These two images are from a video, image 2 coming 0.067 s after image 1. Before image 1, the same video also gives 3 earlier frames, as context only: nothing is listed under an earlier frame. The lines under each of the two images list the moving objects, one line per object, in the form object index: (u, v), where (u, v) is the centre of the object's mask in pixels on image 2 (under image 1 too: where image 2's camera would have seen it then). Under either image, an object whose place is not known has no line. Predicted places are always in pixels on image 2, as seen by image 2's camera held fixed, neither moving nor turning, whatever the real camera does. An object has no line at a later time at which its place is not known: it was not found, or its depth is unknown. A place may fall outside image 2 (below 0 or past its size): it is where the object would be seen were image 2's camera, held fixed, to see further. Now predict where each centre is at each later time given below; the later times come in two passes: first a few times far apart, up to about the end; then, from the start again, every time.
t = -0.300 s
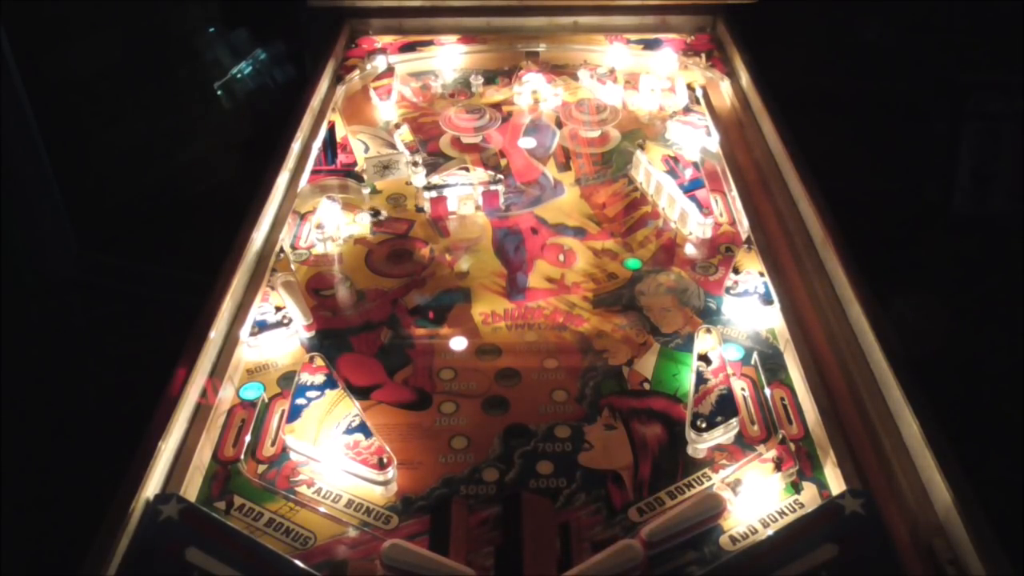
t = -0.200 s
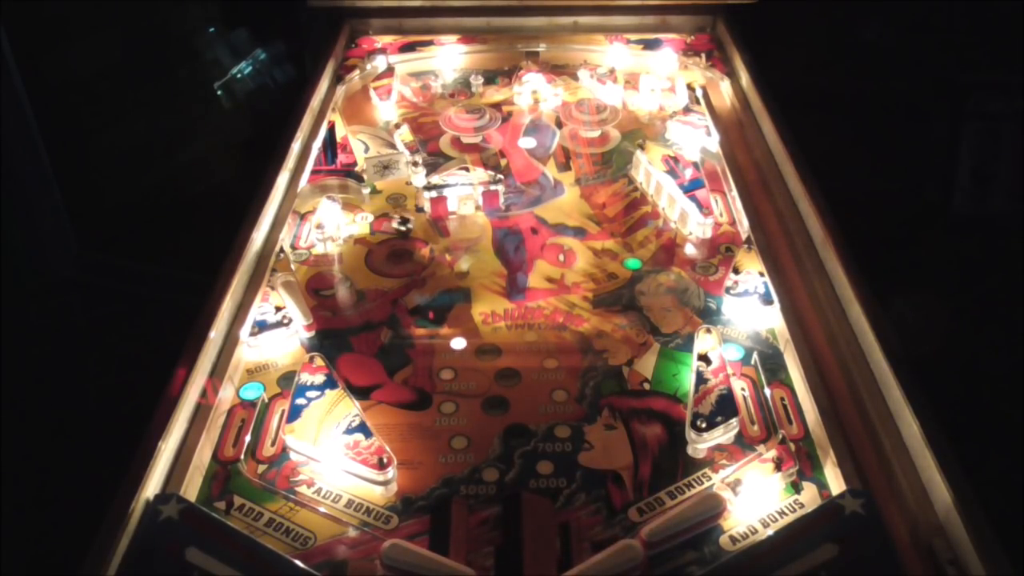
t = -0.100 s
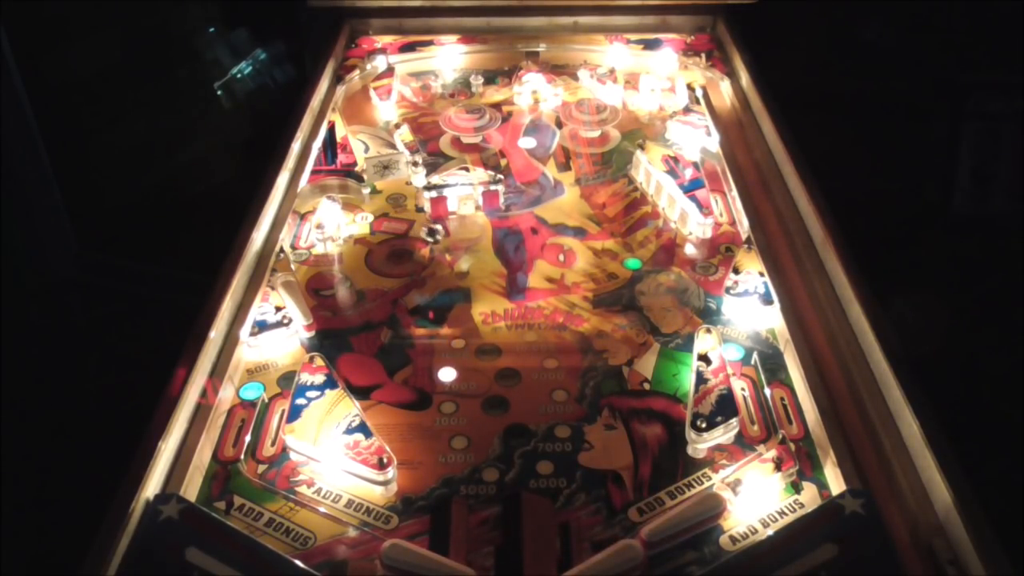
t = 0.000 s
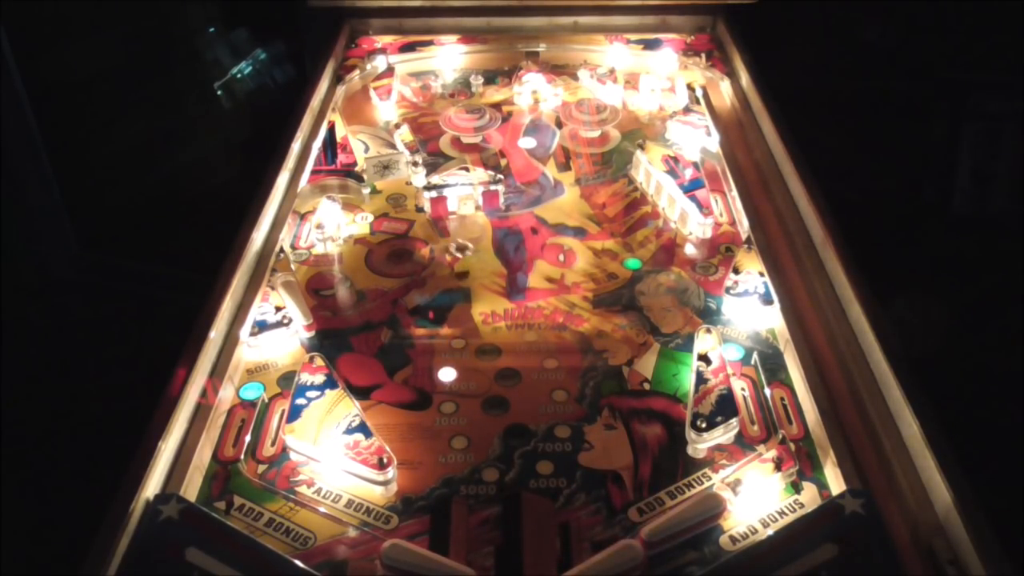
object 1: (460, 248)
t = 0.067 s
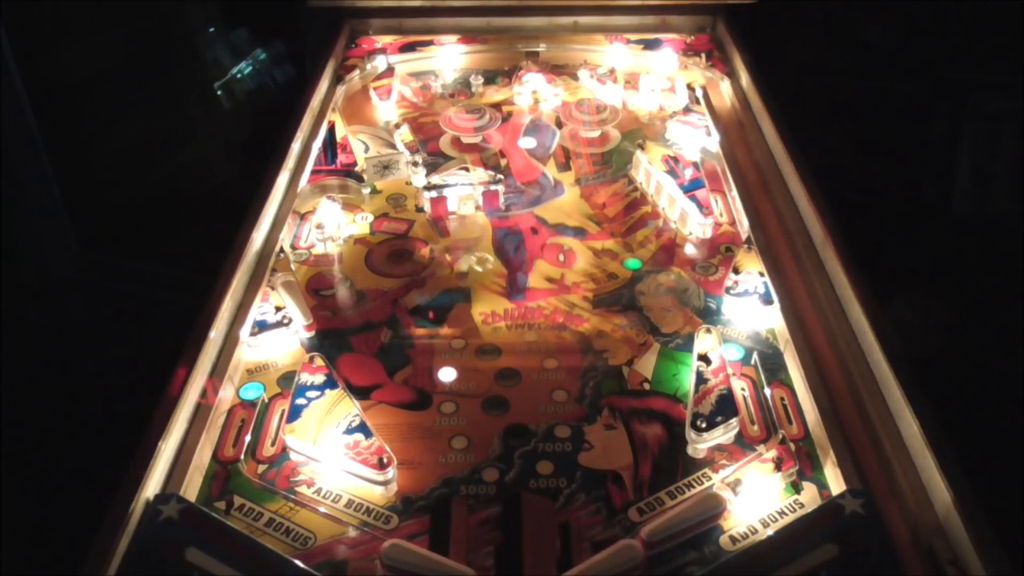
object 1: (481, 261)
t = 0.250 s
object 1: (542, 310)
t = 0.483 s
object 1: (632, 407)
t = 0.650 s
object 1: (679, 465)
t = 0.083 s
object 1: (486, 265)
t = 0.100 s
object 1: (492, 269)
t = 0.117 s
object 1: (497, 273)
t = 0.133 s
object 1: (502, 277)
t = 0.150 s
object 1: (508, 281)
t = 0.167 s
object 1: (514, 285)
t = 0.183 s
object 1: (518, 289)
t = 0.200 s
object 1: (525, 295)
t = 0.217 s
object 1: (531, 299)
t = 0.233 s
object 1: (537, 306)
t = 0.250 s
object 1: (542, 310)
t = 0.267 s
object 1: (547, 315)
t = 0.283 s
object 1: (553, 321)
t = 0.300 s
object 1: (559, 326)
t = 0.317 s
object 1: (565, 333)
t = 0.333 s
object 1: (571, 339)
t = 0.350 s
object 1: (577, 344)
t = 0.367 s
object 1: (584, 352)
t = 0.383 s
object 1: (590, 359)
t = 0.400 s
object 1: (597, 365)
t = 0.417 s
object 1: (604, 375)
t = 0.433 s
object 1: (611, 381)
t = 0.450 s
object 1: (619, 391)
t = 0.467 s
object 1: (626, 399)
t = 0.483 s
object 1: (632, 407)
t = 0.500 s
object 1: (640, 416)
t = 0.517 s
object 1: (649, 426)
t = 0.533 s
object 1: (657, 439)
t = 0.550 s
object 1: (666, 451)
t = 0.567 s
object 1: (674, 459)
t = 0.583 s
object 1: (682, 469)
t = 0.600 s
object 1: (689, 477)
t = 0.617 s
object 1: (687, 474)
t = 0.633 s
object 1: (684, 469)
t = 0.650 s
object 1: (679, 465)
